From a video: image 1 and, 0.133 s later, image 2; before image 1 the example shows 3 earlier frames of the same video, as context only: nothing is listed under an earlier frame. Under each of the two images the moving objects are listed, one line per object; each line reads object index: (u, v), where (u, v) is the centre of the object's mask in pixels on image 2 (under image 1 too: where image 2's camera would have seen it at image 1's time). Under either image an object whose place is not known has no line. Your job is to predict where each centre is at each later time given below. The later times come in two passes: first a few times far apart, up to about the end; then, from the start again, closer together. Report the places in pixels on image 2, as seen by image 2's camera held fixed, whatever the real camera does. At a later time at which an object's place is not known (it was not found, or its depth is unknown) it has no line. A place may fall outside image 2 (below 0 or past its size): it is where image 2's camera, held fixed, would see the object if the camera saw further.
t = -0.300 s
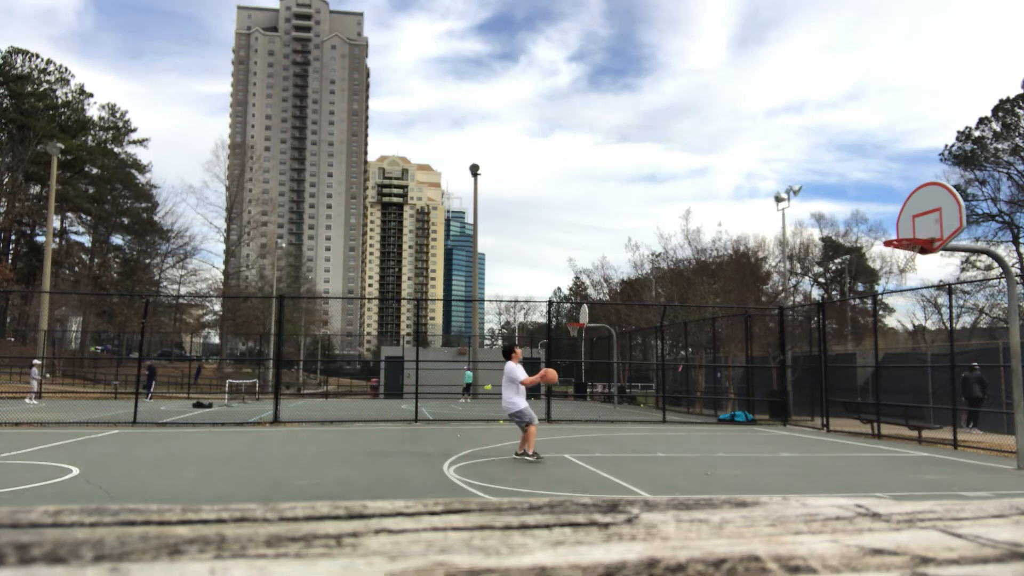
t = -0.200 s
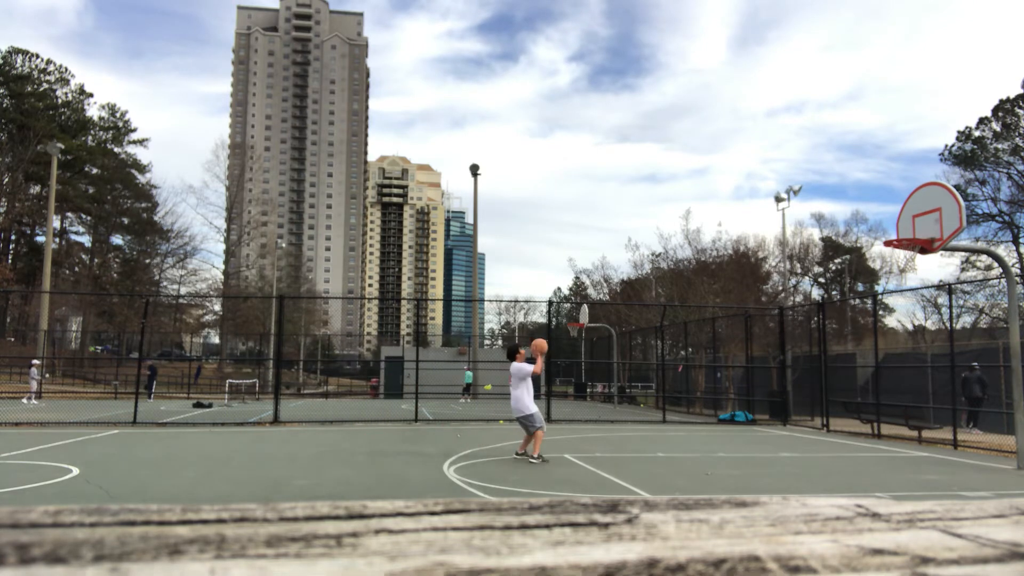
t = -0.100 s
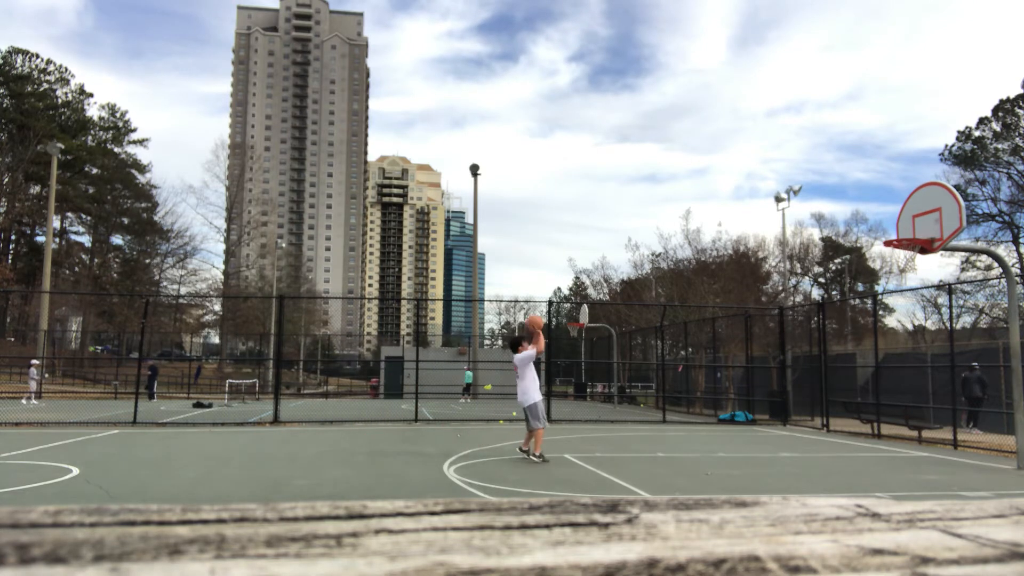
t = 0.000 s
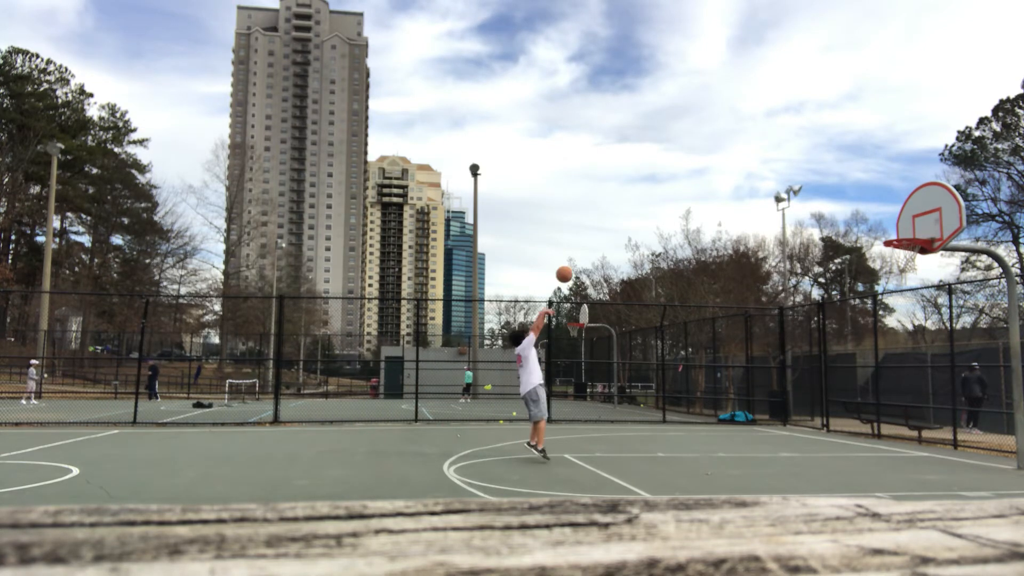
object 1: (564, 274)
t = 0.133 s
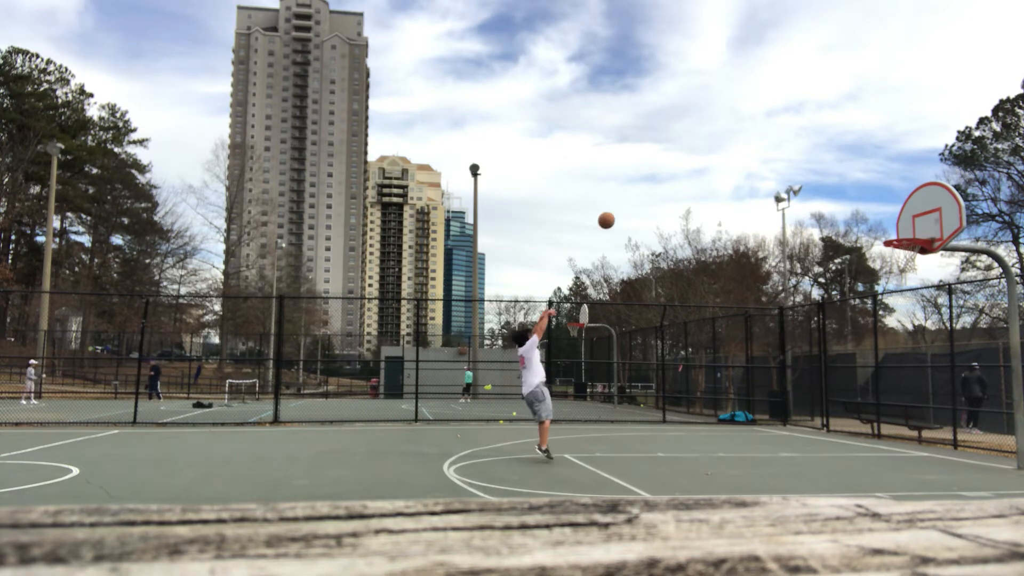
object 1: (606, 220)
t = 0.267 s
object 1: (648, 180)
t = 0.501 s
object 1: (718, 141)
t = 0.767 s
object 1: (797, 142)
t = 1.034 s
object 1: (876, 192)
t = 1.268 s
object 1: (888, 218)
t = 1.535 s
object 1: (831, 199)
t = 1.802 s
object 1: (773, 232)
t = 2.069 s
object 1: (715, 317)
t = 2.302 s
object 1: (665, 440)
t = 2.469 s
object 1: (624, 403)
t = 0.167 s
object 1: (617, 209)
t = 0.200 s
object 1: (627, 198)
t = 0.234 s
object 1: (637, 188)
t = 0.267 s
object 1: (648, 180)
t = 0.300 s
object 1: (658, 172)
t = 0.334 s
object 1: (668, 165)
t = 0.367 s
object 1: (678, 158)
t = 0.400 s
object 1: (688, 152)
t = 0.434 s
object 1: (698, 148)
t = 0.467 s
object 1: (708, 144)
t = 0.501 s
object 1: (718, 141)
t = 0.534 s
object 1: (728, 138)
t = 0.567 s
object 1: (738, 136)
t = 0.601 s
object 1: (748, 136)
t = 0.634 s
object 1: (758, 135)
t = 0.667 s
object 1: (768, 136)
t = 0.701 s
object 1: (778, 137)
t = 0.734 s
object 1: (788, 139)
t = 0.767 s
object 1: (797, 142)
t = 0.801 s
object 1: (807, 146)
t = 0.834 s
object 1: (817, 150)
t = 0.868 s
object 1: (827, 155)
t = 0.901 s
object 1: (837, 161)
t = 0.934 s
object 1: (846, 168)
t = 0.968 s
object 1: (856, 175)
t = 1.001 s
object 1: (866, 183)
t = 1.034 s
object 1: (876, 192)
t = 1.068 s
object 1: (886, 201)
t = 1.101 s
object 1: (896, 212)
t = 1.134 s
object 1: (905, 223)
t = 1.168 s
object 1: (911, 232)
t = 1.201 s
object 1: (903, 230)
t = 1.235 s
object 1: (896, 223)
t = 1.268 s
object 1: (888, 218)
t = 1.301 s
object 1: (881, 213)
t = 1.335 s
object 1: (874, 208)
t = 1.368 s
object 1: (867, 205)
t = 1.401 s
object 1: (860, 202)
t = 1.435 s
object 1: (852, 200)
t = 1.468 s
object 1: (845, 199)
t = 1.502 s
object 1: (838, 199)
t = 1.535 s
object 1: (831, 199)
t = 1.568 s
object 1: (823, 201)
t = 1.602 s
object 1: (816, 203)
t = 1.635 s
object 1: (809, 205)
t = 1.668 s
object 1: (802, 209)
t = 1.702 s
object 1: (794, 213)
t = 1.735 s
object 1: (787, 219)
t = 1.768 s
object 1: (780, 225)
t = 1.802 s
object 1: (773, 232)
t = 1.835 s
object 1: (765, 240)
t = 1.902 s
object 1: (750, 256)
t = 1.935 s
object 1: (743, 267)
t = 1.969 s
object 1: (736, 278)
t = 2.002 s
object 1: (728, 291)
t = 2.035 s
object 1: (722, 304)
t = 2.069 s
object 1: (715, 317)
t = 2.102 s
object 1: (707, 332)
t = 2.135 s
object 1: (700, 348)
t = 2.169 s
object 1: (693, 364)
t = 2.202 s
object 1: (686, 382)
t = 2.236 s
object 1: (679, 400)
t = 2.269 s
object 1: (672, 420)
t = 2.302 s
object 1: (665, 440)
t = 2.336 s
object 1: (659, 461)
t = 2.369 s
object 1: (650, 452)
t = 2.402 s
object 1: (642, 434)
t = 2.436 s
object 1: (633, 419)
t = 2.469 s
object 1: (624, 403)
